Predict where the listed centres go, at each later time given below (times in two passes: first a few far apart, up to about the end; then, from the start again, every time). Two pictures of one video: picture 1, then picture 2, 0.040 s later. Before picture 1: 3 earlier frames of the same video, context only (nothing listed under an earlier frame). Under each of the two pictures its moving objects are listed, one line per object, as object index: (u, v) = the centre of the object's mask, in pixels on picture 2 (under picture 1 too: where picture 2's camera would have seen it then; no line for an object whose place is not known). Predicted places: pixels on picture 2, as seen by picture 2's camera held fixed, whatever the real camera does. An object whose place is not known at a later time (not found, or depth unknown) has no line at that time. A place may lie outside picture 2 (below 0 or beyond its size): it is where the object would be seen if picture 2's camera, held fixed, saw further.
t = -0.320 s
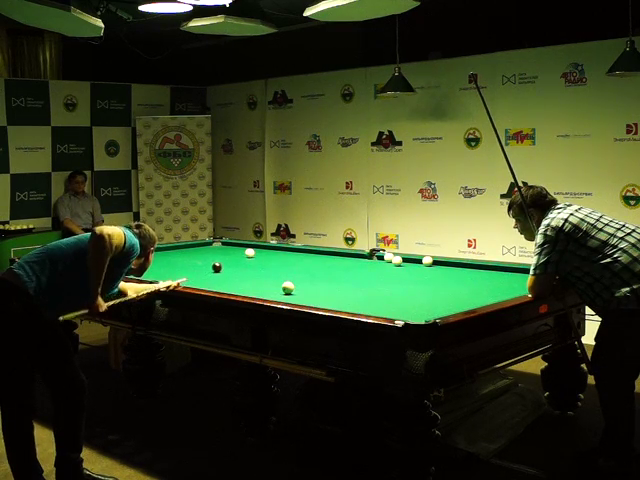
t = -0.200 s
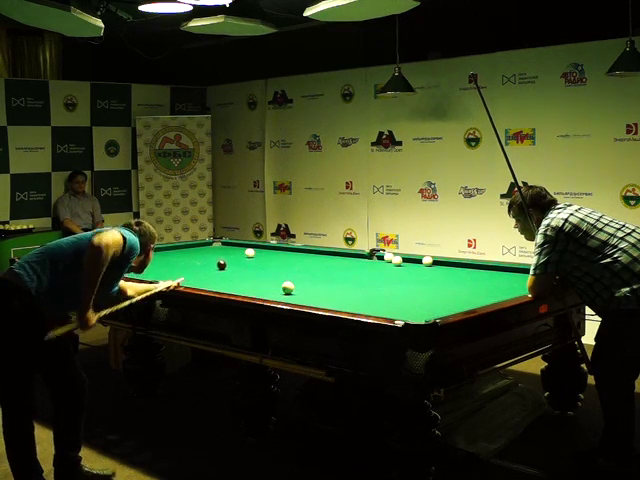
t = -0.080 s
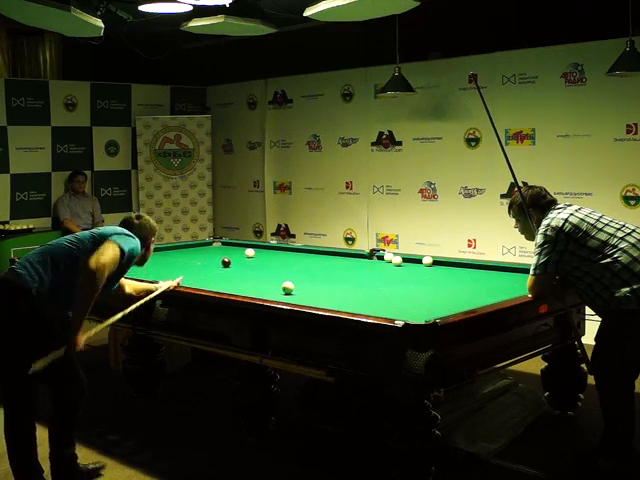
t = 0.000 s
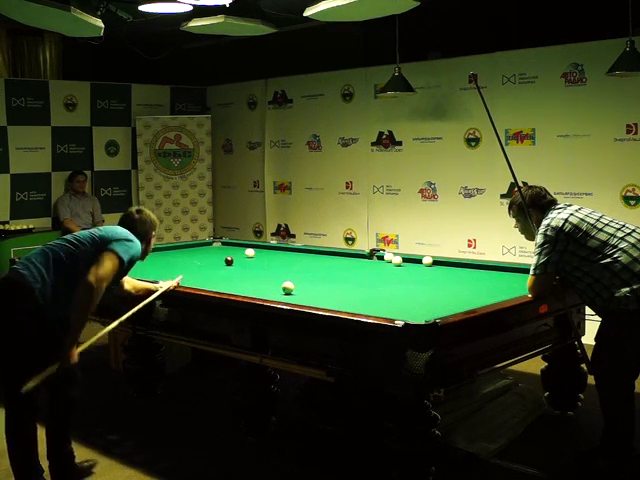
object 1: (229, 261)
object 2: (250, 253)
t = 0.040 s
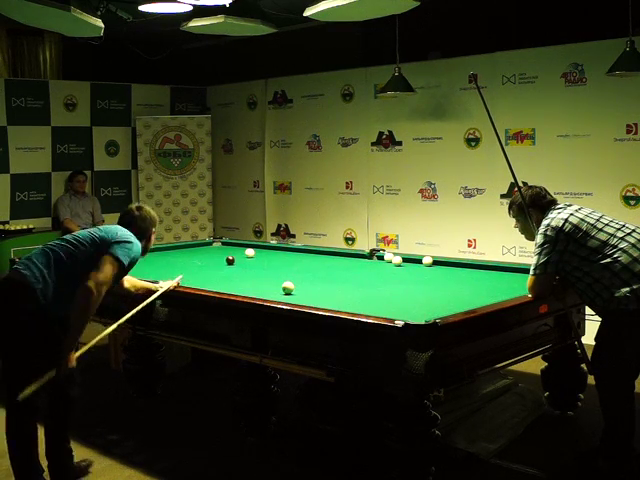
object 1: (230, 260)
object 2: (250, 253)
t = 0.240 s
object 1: (236, 257)
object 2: (250, 253)
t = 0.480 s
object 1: (239, 253)
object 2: (254, 252)
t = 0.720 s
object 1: (234, 251)
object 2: (265, 251)
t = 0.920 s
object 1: (229, 249)
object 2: (274, 250)
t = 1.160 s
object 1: (225, 247)
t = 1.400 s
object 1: (220, 245)
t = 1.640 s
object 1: (215, 244)
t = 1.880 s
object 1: (212, 242)
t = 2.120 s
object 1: (222, 242)
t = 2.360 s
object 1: (225, 243)
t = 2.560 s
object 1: (228, 243)
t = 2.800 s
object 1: (231, 244)
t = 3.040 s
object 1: (234, 244)
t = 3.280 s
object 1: (236, 245)
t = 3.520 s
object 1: (238, 246)
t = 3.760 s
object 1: (240, 246)
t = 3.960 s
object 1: (242, 247)
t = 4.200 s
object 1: (243, 247)
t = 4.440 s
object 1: (245, 248)
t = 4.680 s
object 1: (246, 248)
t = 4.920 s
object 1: (247, 248)
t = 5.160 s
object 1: (247, 249)
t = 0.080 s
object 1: (231, 259)
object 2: (250, 253)
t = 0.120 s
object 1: (233, 259)
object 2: (250, 253)
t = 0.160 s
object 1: (234, 258)
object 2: (250, 253)
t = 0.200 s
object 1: (235, 257)
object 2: (250, 253)
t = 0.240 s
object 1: (236, 257)
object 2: (250, 253)
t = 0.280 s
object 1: (237, 256)
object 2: (250, 253)
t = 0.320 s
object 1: (239, 255)
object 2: (250, 253)
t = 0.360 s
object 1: (240, 255)
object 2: (250, 253)
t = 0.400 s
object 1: (241, 254)
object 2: (250, 252)
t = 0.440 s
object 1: (240, 254)
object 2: (252, 252)
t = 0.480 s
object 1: (239, 253)
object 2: (254, 252)
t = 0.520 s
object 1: (238, 252)
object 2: (256, 252)
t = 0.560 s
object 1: (237, 252)
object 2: (258, 252)
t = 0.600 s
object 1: (236, 252)
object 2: (260, 252)
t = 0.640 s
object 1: (236, 252)
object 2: (261, 251)
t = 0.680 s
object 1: (235, 251)
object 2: (263, 251)
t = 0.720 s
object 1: (234, 251)
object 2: (265, 251)
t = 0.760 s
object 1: (233, 250)
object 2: (267, 251)
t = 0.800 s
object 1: (232, 250)
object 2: (269, 251)
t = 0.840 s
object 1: (231, 249)
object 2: (271, 251)
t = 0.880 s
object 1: (230, 249)
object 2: (272, 250)
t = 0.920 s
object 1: (229, 249)
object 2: (274, 250)
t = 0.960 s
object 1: (229, 249)
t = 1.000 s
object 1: (228, 248)
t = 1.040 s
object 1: (227, 248)
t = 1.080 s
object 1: (226, 247)
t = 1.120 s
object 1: (225, 247)
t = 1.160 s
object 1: (225, 247)
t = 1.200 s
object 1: (224, 247)
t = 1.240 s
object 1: (223, 247)
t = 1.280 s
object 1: (222, 246)
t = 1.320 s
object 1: (221, 246)
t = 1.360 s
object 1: (221, 245)
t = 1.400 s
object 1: (220, 245)
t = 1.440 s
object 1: (219, 245)
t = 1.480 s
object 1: (218, 245)
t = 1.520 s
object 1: (218, 244)
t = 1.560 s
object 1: (217, 244)
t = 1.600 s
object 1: (216, 244)
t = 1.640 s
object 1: (215, 244)
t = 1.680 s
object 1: (215, 243)
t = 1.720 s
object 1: (215, 243)
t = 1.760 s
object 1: (214, 243)
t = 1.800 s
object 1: (213, 242)
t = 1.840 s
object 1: (212, 242)
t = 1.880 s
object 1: (212, 242)
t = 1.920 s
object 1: (214, 242)
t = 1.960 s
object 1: (216, 242)
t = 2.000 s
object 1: (218, 242)
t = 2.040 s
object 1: (219, 242)
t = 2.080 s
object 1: (221, 243)
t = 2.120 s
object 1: (222, 242)
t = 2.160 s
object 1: (223, 242)
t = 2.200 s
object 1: (223, 242)
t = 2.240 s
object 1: (224, 243)
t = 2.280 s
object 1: (224, 243)
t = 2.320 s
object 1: (224, 243)
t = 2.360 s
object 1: (225, 243)
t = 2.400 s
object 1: (225, 243)
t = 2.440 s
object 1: (226, 243)
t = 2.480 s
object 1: (227, 243)
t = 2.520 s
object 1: (228, 244)
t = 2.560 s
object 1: (228, 243)
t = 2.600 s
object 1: (228, 244)
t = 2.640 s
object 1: (229, 244)
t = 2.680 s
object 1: (230, 244)
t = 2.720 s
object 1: (230, 244)
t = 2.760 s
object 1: (230, 244)
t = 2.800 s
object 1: (231, 244)
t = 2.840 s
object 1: (232, 244)
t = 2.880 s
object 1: (232, 244)
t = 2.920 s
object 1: (233, 244)
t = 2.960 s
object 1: (233, 244)
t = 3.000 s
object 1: (234, 244)
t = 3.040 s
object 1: (234, 244)
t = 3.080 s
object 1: (234, 244)
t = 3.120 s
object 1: (234, 244)
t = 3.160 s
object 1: (235, 245)
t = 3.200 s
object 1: (236, 245)
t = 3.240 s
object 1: (236, 245)
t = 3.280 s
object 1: (236, 245)
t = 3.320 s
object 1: (237, 245)
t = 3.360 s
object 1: (237, 245)
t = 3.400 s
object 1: (238, 245)
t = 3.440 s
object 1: (238, 245)
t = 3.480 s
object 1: (238, 245)
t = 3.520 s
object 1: (238, 246)
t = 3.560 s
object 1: (239, 246)
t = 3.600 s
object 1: (239, 246)
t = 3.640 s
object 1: (239, 246)
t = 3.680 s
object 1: (240, 246)
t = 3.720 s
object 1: (240, 246)
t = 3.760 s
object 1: (240, 246)
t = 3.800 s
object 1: (241, 246)
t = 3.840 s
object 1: (241, 246)
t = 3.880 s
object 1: (241, 247)
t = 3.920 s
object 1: (242, 247)
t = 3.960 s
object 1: (242, 247)
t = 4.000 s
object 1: (242, 247)
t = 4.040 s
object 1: (243, 247)
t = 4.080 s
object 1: (243, 247)
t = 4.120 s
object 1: (243, 247)
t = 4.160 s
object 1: (243, 247)
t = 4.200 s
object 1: (243, 247)
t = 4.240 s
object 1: (244, 247)
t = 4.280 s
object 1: (244, 247)
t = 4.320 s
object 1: (244, 247)
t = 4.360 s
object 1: (244, 247)
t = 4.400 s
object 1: (245, 247)
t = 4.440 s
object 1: (245, 248)
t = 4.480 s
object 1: (245, 248)
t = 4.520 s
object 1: (245, 248)
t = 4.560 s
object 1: (245, 248)
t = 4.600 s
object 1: (245, 248)
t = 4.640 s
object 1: (246, 248)
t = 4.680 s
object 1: (246, 248)
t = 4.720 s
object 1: (246, 248)
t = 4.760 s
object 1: (246, 248)
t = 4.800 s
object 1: (246, 248)
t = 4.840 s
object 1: (247, 248)
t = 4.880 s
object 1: (247, 248)
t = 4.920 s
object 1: (247, 248)
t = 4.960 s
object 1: (247, 248)
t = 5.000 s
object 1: (247, 248)
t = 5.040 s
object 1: (247, 249)
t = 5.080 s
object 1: (247, 249)
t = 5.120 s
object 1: (247, 249)
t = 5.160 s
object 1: (247, 249)
